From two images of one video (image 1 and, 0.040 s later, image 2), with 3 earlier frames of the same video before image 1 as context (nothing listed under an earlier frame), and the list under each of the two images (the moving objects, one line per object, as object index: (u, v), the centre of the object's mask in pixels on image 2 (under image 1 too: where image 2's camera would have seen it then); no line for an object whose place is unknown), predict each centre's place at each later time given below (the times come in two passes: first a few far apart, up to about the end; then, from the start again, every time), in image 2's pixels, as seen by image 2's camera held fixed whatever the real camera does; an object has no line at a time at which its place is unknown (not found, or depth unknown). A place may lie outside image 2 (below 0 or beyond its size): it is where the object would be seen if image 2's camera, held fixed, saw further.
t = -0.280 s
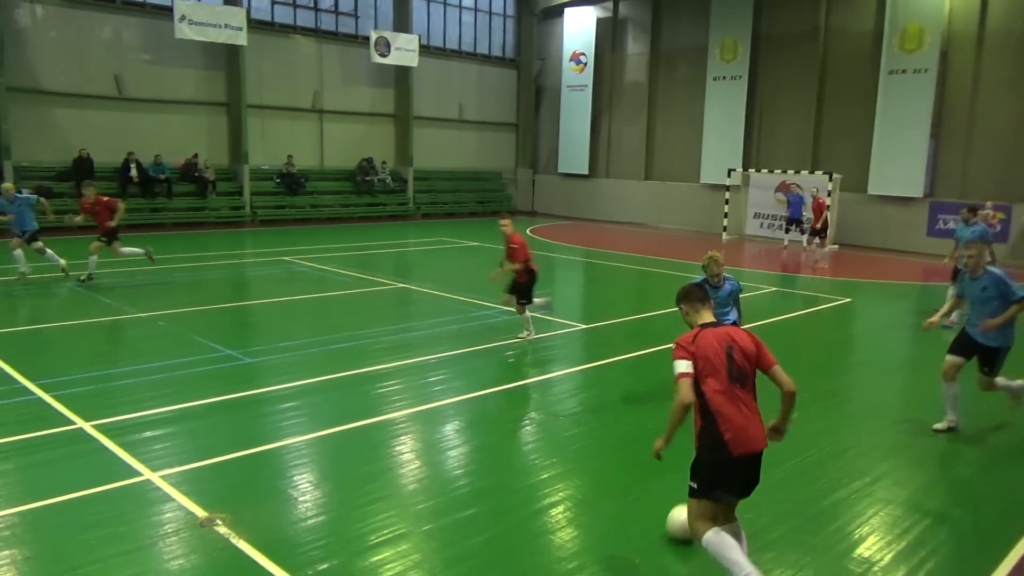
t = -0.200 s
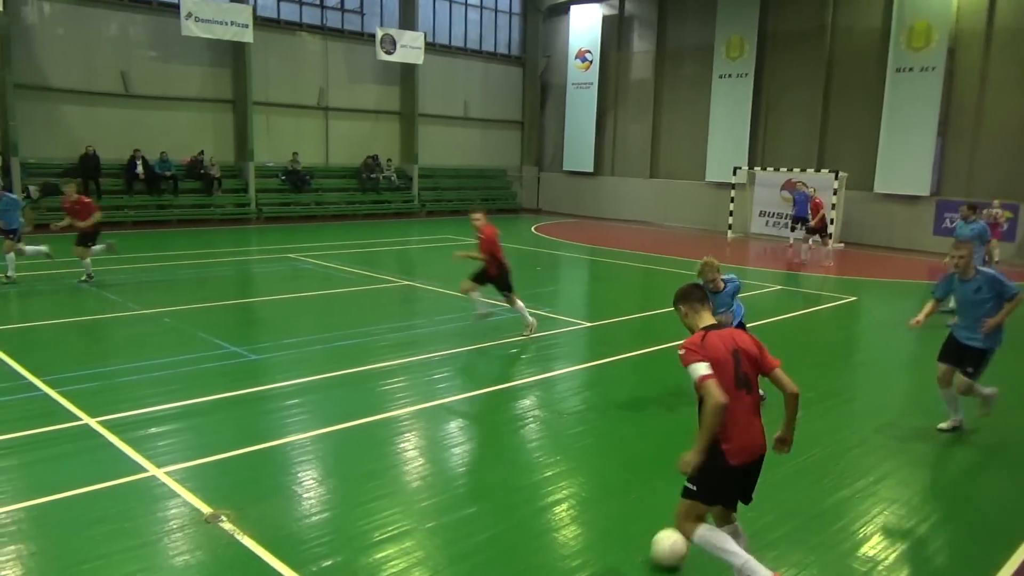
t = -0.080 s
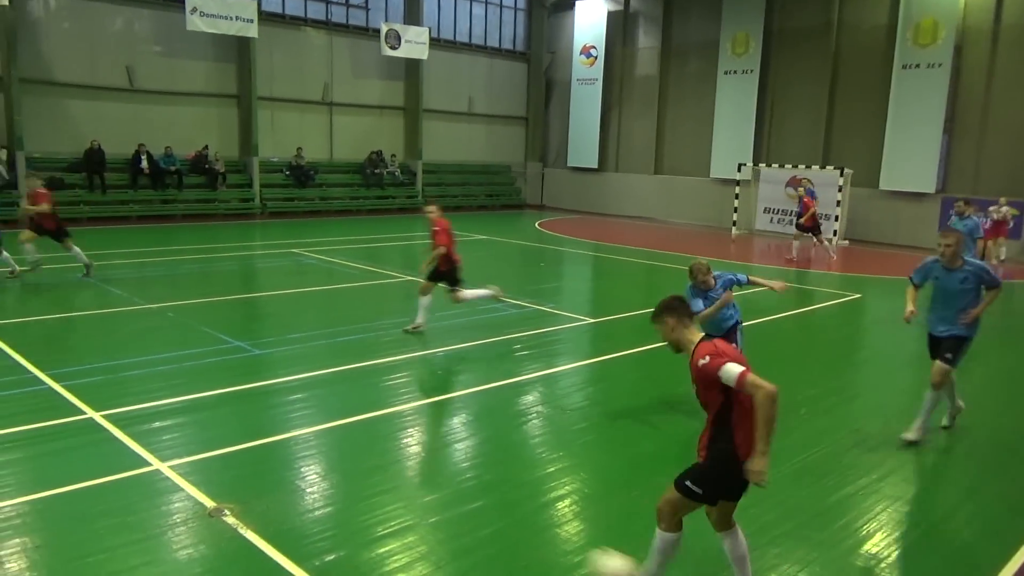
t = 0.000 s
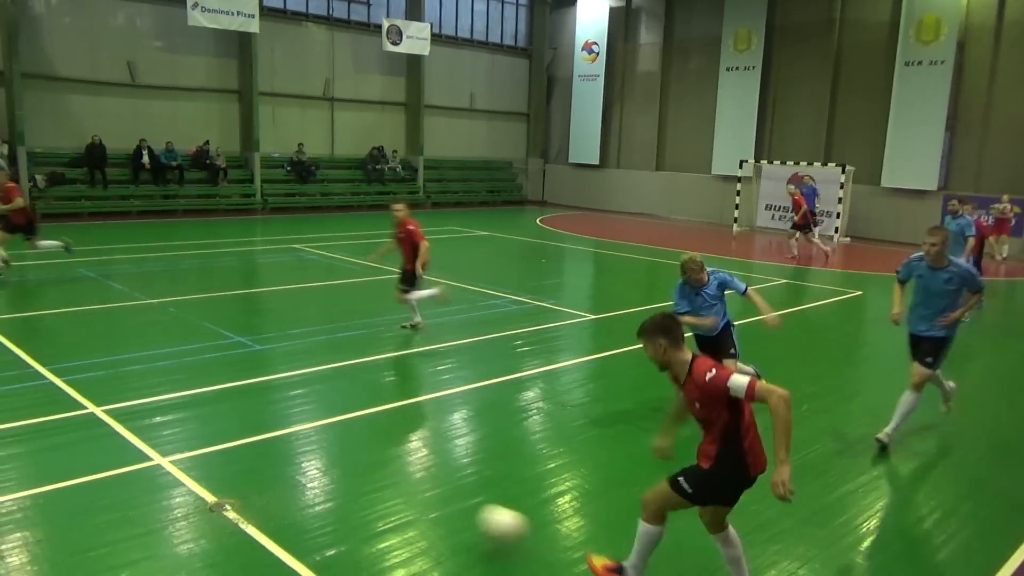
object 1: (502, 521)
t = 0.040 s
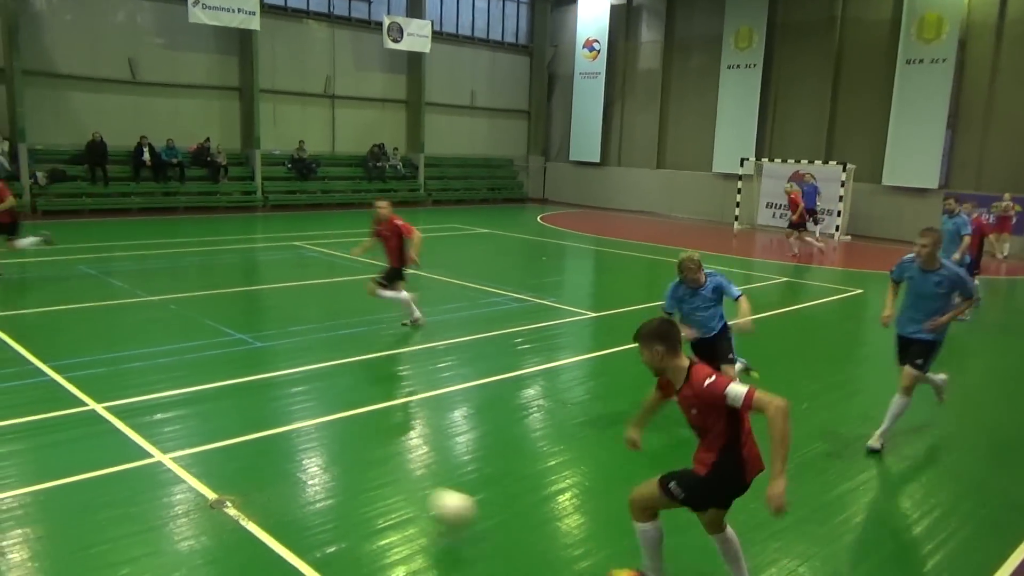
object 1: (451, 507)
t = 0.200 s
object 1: (285, 467)
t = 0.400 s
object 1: (135, 426)
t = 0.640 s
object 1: (3, 394)
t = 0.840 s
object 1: (-85, 372)
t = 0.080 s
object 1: (404, 496)
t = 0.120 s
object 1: (360, 487)
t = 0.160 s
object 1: (322, 481)
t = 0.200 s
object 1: (285, 467)
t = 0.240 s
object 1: (253, 456)
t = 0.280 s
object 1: (220, 447)
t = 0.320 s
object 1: (189, 442)
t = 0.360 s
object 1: (162, 434)
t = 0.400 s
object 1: (135, 426)
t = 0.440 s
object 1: (110, 422)
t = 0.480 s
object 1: (87, 415)
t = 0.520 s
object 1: (64, 410)
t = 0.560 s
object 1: (42, 404)
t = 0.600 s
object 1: (21, 399)
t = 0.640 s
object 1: (3, 394)
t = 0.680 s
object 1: (-17, 391)
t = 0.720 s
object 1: (-35, 387)
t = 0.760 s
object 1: (-53, 382)
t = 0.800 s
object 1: (-69, 377)
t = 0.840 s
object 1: (-85, 372)
